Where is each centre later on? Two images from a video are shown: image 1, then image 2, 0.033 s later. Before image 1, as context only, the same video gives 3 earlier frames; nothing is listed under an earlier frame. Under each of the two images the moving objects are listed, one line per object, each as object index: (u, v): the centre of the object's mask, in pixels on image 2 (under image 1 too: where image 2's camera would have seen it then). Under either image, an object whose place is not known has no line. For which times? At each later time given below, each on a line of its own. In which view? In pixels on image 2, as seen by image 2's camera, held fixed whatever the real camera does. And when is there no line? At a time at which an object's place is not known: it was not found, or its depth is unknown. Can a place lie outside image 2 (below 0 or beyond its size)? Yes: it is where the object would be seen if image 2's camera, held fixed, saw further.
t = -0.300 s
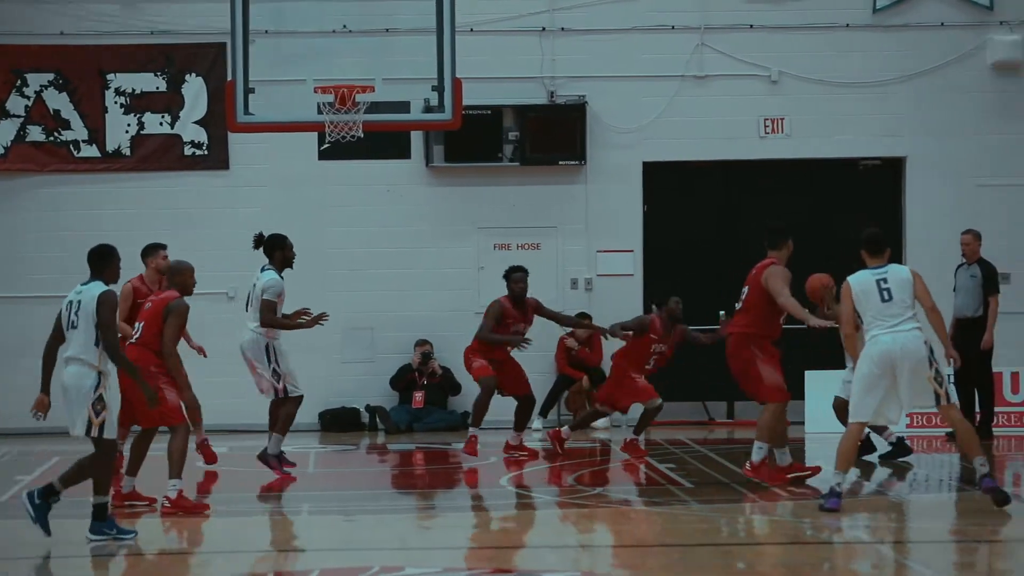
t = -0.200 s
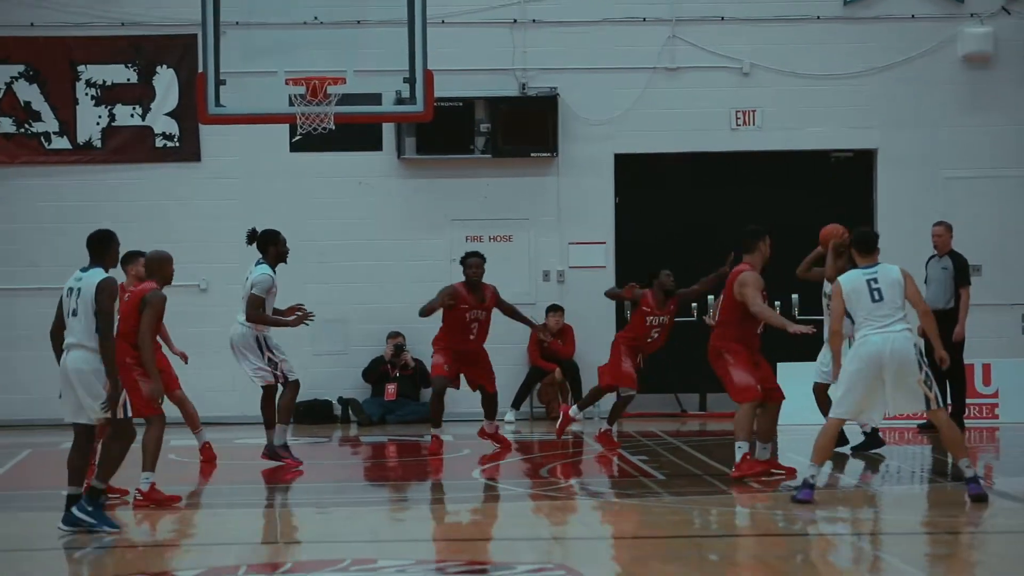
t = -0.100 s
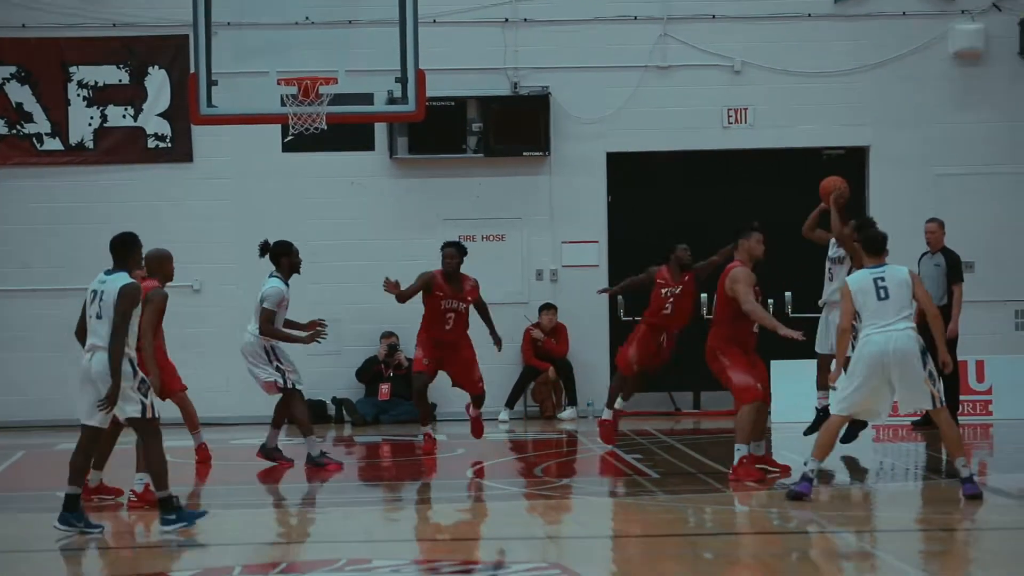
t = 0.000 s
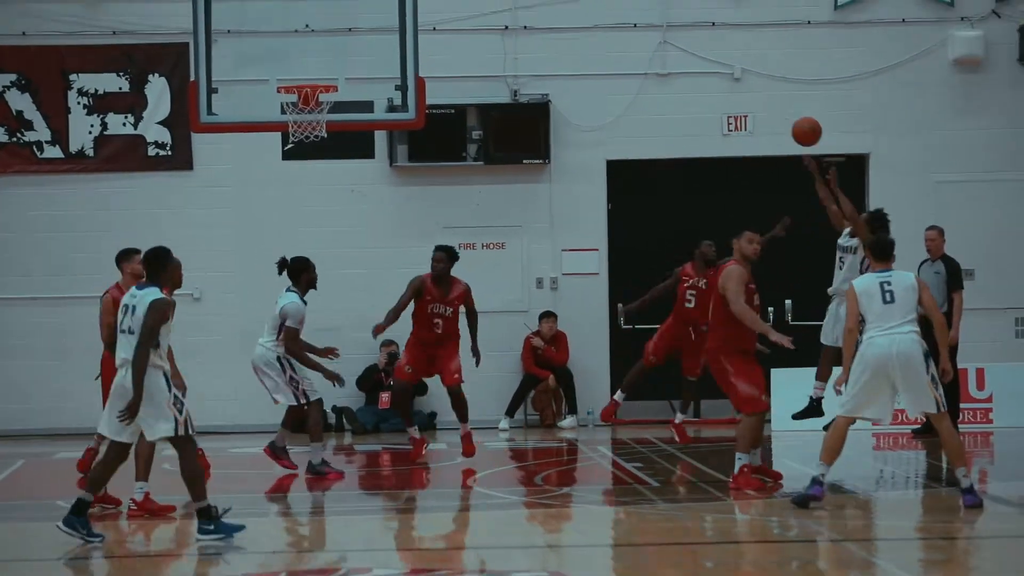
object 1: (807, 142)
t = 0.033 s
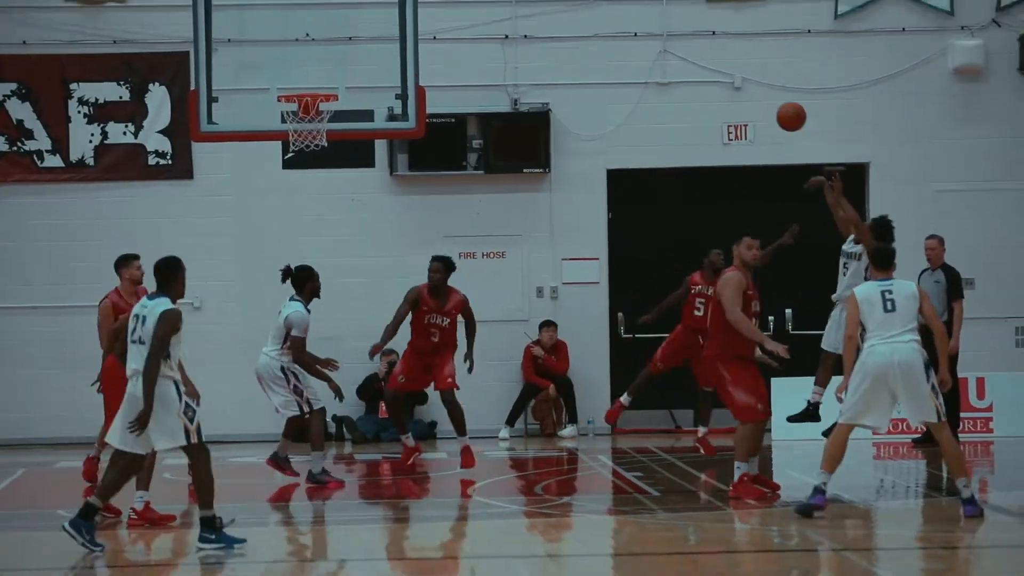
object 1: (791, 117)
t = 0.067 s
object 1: (775, 93)
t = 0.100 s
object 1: (760, 72)
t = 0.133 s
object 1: (744, 51)
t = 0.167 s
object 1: (728, 33)
